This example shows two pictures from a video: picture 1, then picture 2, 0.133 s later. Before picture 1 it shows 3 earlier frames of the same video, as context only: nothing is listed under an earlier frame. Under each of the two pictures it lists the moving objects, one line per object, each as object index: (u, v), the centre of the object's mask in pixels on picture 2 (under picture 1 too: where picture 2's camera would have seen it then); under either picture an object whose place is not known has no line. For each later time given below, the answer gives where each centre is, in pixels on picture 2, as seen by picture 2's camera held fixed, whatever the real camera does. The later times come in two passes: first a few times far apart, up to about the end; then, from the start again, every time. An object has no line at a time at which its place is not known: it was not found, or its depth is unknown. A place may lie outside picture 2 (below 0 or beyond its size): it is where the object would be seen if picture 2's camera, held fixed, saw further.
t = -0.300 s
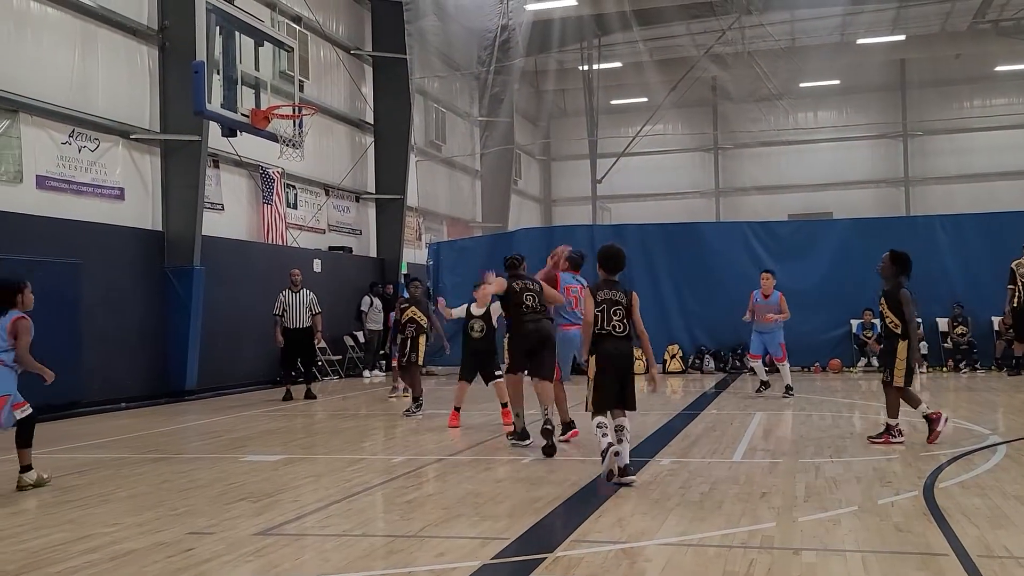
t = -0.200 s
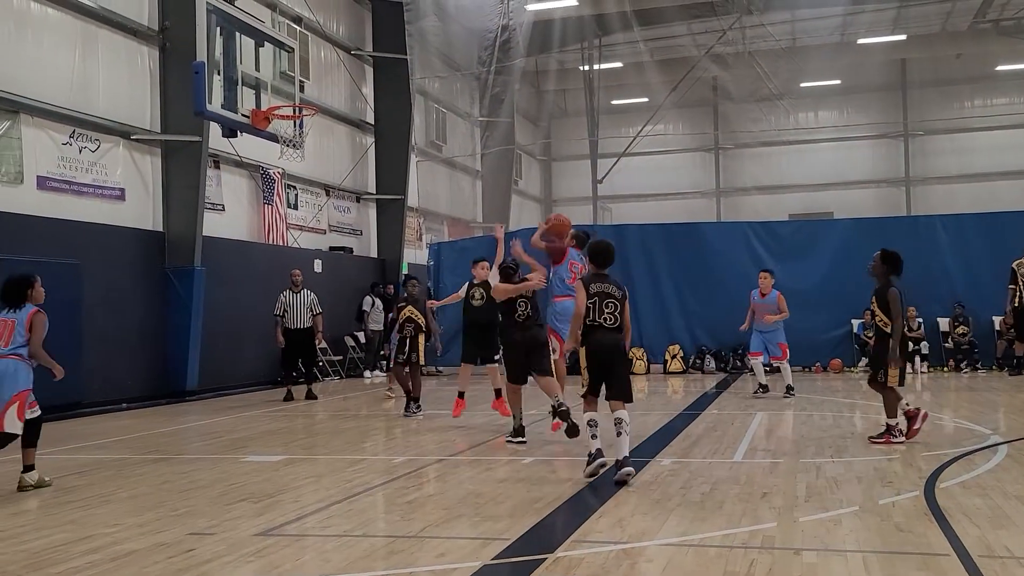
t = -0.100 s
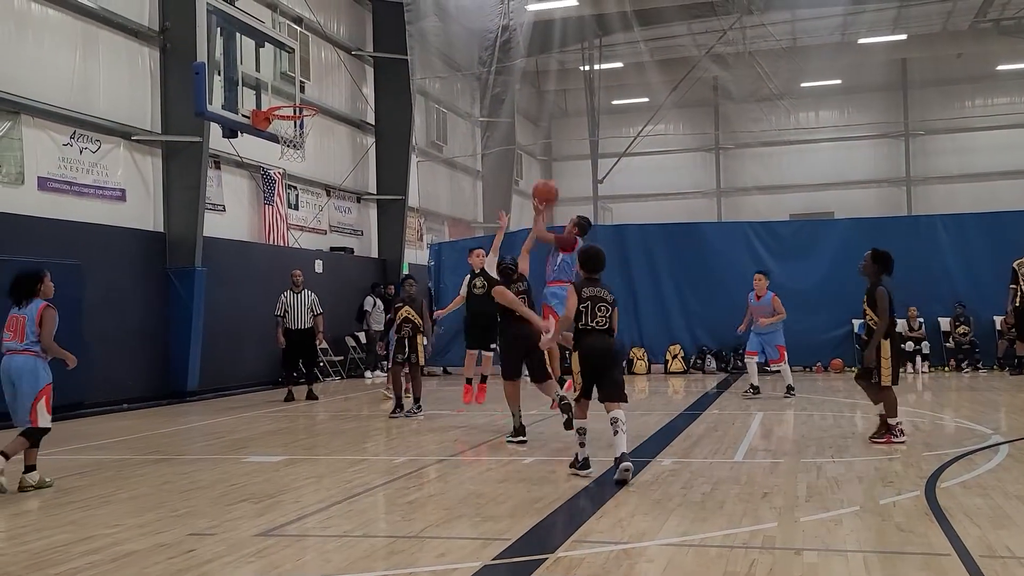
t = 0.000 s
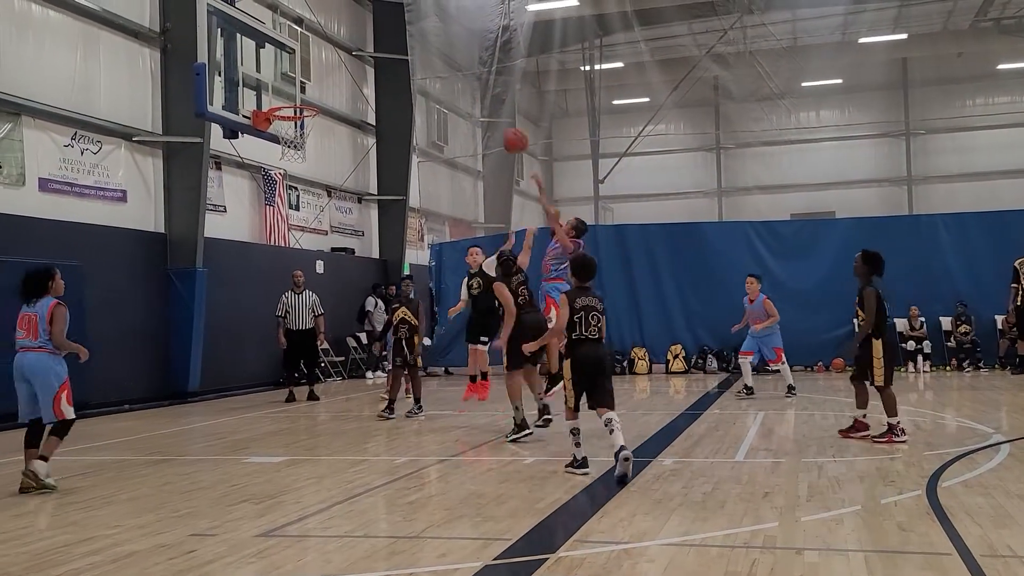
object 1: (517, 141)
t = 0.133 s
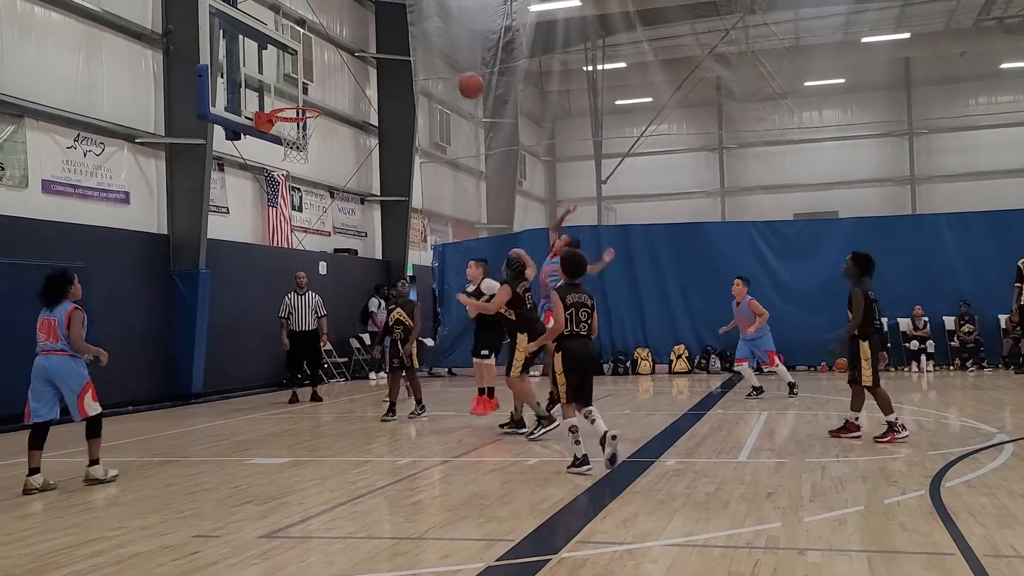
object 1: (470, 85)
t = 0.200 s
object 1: (448, 66)
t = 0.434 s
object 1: (375, 36)
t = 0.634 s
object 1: (317, 56)
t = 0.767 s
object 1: (279, 91)
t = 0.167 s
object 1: (459, 75)
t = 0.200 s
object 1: (448, 66)
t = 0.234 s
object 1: (437, 58)
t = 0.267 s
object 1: (427, 51)
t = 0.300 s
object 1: (416, 46)
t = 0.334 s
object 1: (406, 41)
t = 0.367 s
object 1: (395, 38)
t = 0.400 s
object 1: (386, 36)
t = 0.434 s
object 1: (375, 36)
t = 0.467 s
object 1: (366, 36)
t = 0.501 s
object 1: (356, 37)
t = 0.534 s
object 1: (346, 41)
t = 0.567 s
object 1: (335, 44)
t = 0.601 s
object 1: (326, 49)
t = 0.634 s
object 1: (317, 56)
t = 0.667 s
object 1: (307, 62)
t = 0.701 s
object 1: (298, 71)
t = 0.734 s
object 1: (289, 80)
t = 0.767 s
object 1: (279, 91)
